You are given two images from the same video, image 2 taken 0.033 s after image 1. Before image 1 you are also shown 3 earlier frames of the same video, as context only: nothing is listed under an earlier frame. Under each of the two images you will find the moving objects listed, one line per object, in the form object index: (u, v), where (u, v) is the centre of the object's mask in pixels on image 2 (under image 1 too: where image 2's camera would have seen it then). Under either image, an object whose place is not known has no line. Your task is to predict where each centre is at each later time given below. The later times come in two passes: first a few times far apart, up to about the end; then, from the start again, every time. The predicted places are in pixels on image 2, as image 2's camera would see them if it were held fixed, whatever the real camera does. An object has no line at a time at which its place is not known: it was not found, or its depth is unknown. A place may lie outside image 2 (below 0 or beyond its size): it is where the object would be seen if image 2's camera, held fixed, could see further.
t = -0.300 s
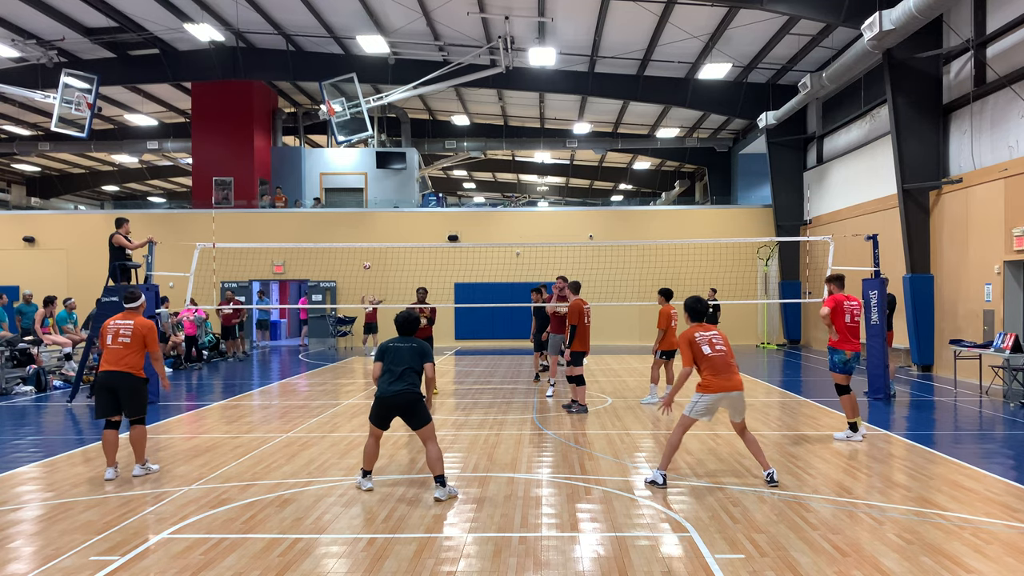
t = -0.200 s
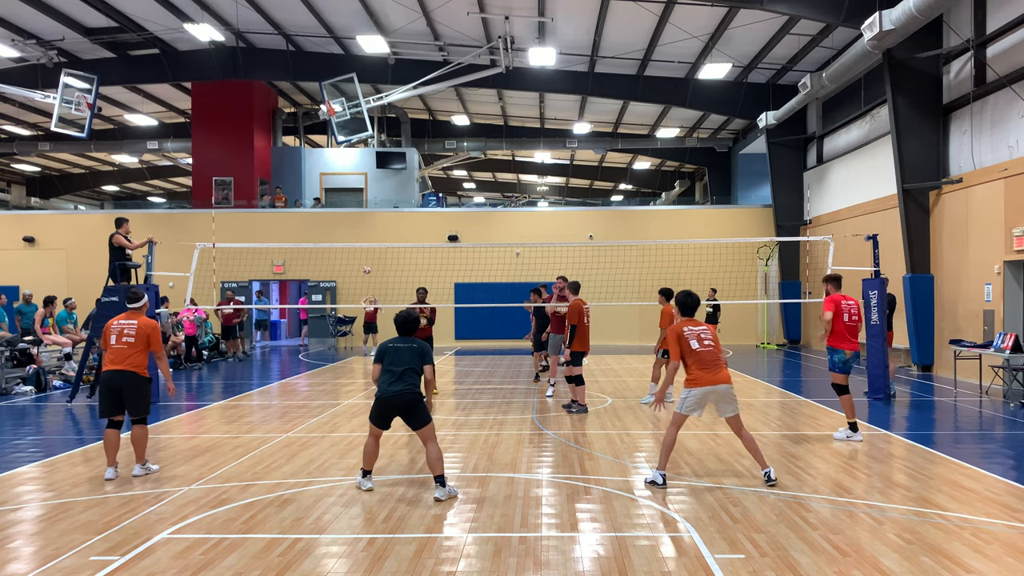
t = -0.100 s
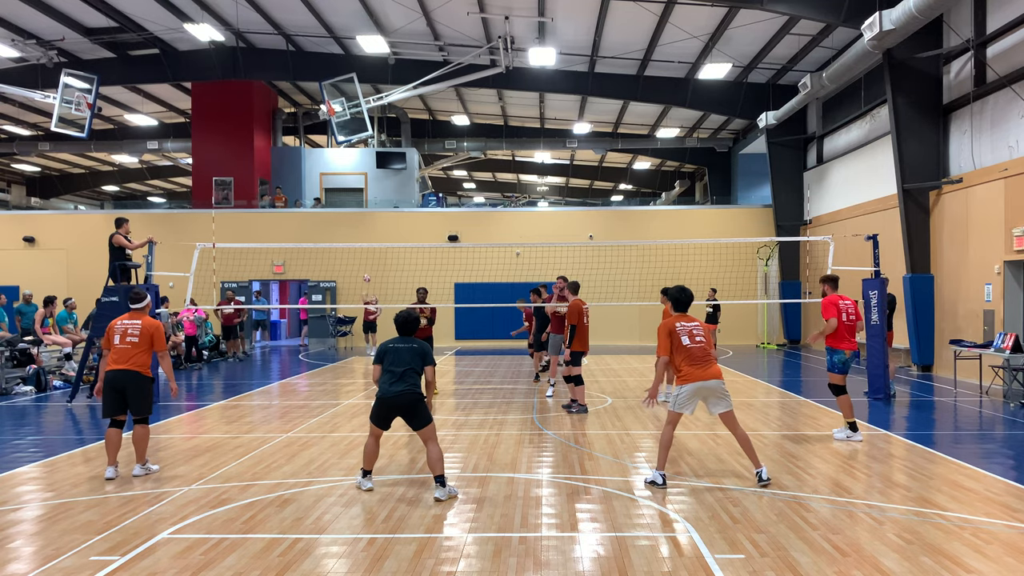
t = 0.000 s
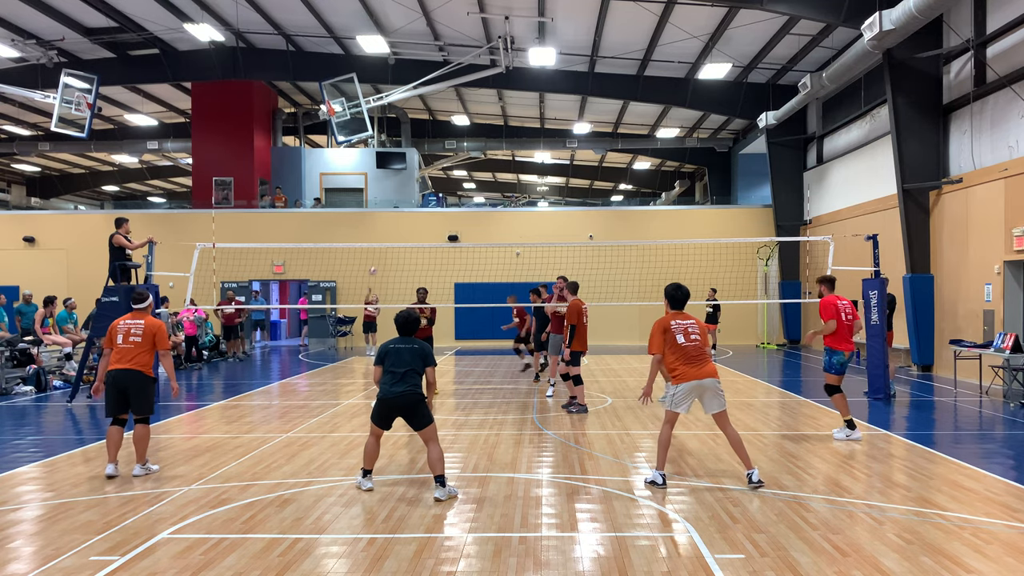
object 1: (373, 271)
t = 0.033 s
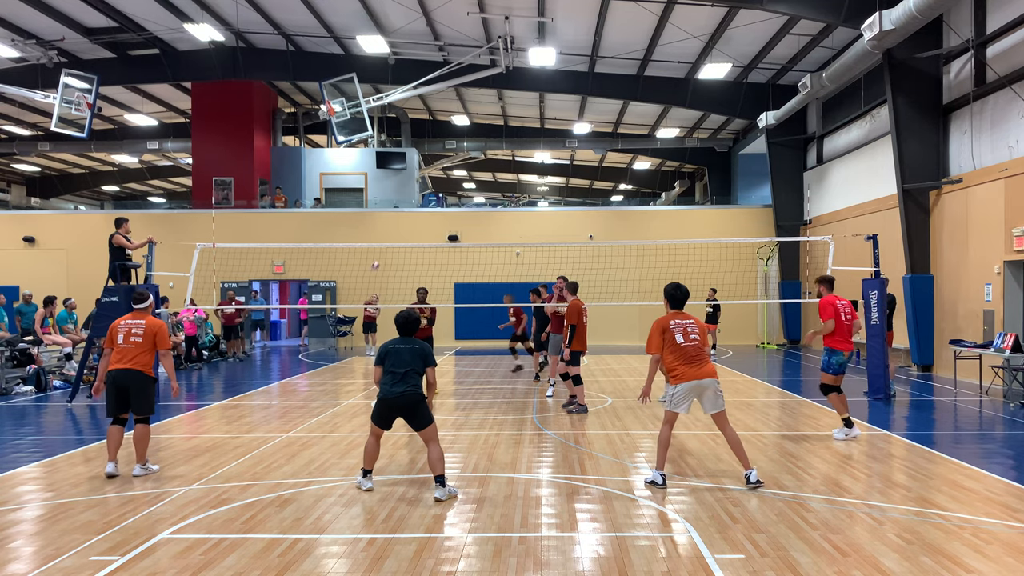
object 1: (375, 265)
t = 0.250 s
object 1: (399, 234)
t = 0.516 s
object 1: (435, 208)
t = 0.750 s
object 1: (478, 217)
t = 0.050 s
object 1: (377, 263)
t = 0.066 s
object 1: (379, 260)
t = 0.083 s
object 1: (380, 257)
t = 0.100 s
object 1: (382, 254)
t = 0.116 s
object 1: (384, 252)
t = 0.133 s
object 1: (385, 250)
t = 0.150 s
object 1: (387, 248)
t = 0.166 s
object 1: (389, 244)
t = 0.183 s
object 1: (391, 241)
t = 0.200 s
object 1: (392, 239)
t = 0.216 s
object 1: (395, 238)
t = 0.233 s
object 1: (397, 236)
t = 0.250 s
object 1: (399, 234)
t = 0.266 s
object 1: (401, 232)
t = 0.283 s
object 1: (403, 230)
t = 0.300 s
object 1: (405, 227)
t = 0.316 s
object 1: (407, 225)
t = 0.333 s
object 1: (410, 224)
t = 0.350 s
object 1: (412, 222)
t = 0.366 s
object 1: (414, 220)
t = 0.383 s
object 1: (416, 219)
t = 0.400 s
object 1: (418, 217)
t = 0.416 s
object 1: (420, 216)
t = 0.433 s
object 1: (423, 215)
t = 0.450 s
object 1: (425, 213)
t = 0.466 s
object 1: (428, 212)
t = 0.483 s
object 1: (430, 210)
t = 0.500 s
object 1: (433, 210)
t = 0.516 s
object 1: (435, 208)
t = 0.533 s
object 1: (438, 208)
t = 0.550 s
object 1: (441, 208)
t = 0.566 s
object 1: (443, 208)
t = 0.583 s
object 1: (446, 208)
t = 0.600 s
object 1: (449, 208)
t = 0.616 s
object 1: (452, 208)
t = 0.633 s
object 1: (455, 208)
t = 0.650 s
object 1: (458, 209)
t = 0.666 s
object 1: (461, 210)
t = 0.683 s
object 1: (464, 211)
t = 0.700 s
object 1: (467, 213)
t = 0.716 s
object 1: (471, 213)
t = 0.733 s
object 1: (475, 215)
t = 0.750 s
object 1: (478, 217)
